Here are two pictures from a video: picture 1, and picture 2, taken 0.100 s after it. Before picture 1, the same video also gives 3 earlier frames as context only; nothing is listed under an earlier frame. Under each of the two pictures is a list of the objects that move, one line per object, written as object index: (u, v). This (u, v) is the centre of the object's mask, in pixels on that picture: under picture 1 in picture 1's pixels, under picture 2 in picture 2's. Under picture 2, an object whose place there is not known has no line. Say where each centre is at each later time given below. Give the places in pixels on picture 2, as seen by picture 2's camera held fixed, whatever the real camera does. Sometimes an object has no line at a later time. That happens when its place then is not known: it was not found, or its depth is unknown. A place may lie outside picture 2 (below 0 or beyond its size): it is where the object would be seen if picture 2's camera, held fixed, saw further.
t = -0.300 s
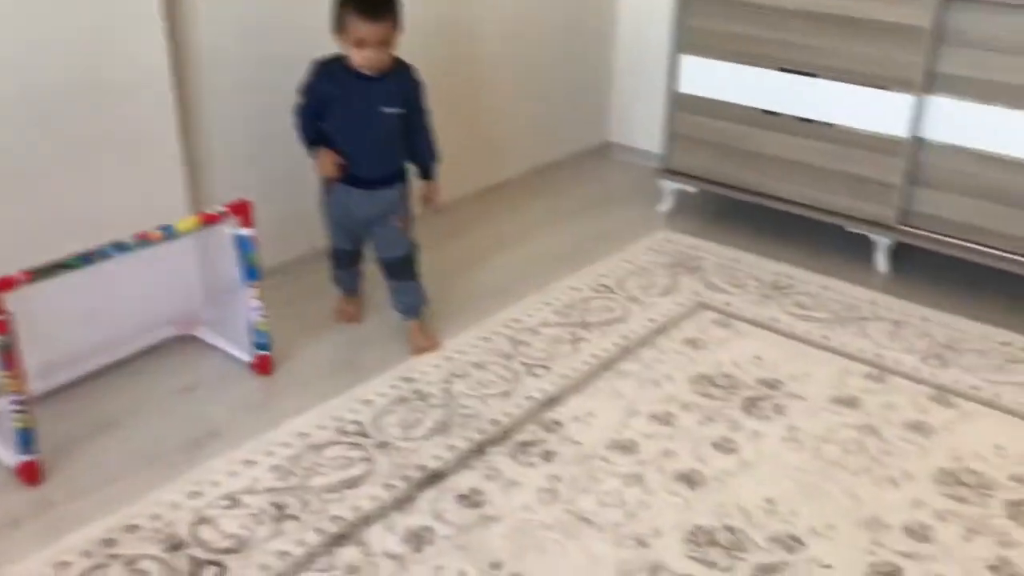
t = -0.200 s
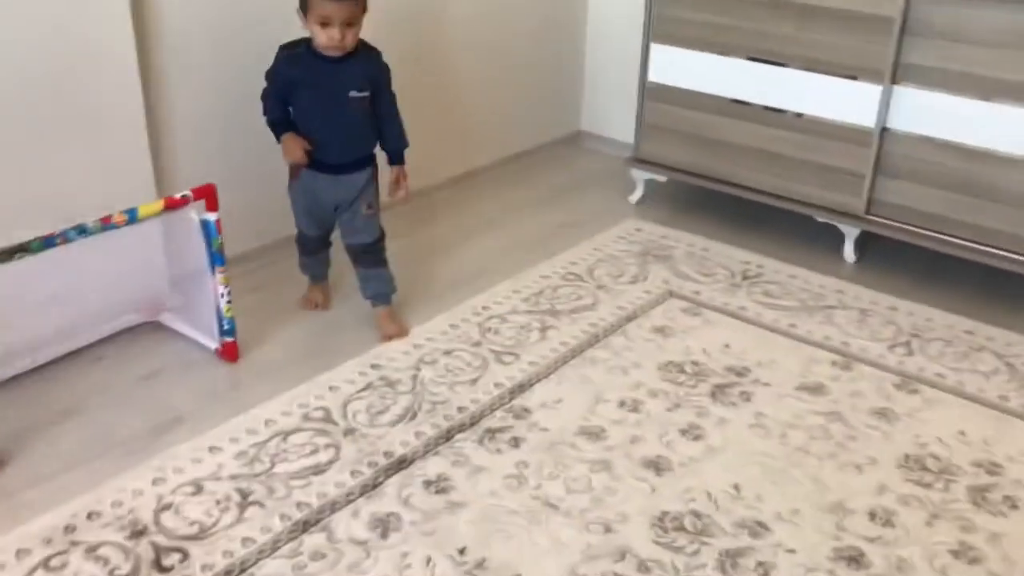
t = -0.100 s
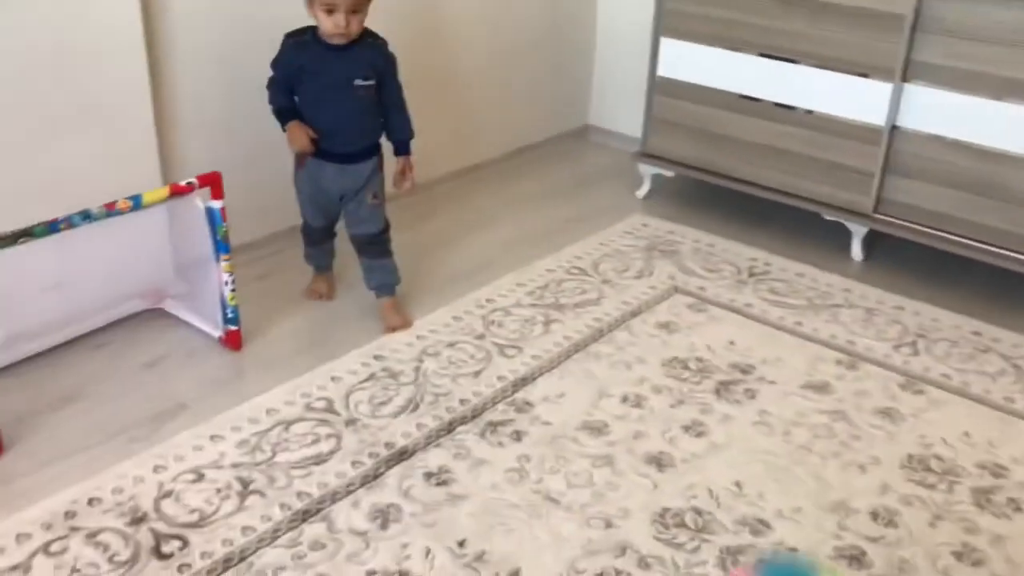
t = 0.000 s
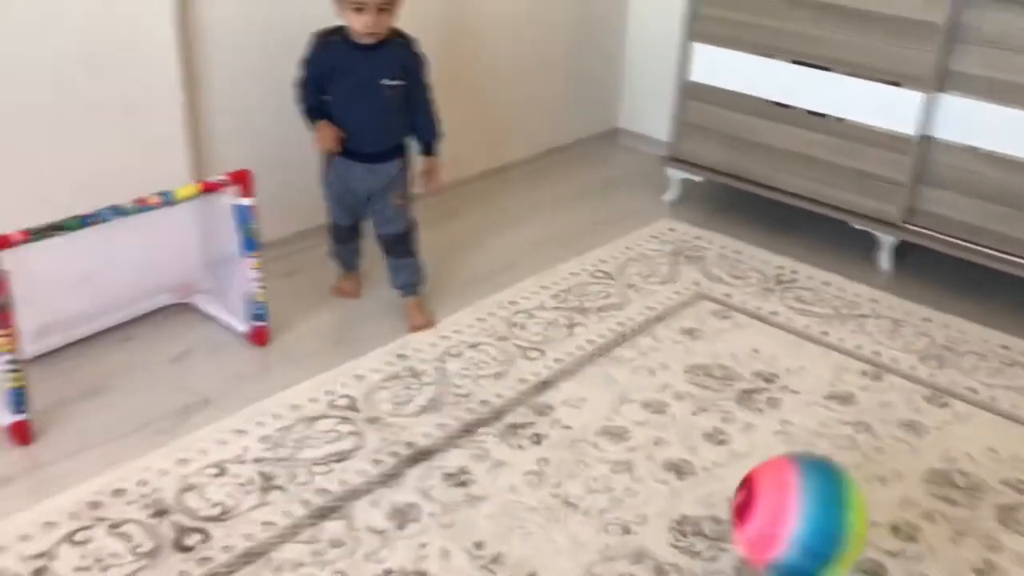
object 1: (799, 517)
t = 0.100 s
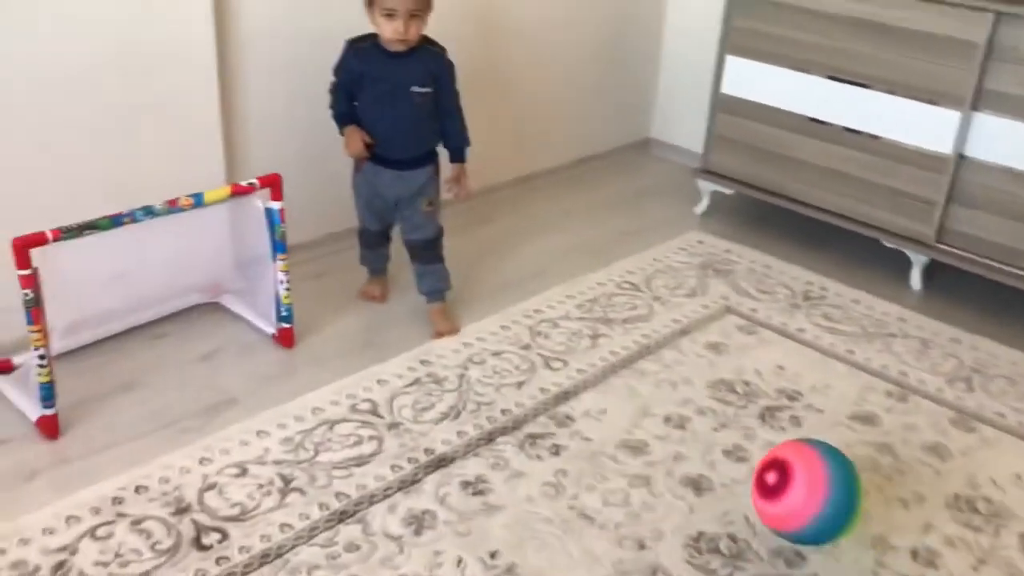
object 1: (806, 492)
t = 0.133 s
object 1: (803, 488)
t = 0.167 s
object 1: (804, 485)
